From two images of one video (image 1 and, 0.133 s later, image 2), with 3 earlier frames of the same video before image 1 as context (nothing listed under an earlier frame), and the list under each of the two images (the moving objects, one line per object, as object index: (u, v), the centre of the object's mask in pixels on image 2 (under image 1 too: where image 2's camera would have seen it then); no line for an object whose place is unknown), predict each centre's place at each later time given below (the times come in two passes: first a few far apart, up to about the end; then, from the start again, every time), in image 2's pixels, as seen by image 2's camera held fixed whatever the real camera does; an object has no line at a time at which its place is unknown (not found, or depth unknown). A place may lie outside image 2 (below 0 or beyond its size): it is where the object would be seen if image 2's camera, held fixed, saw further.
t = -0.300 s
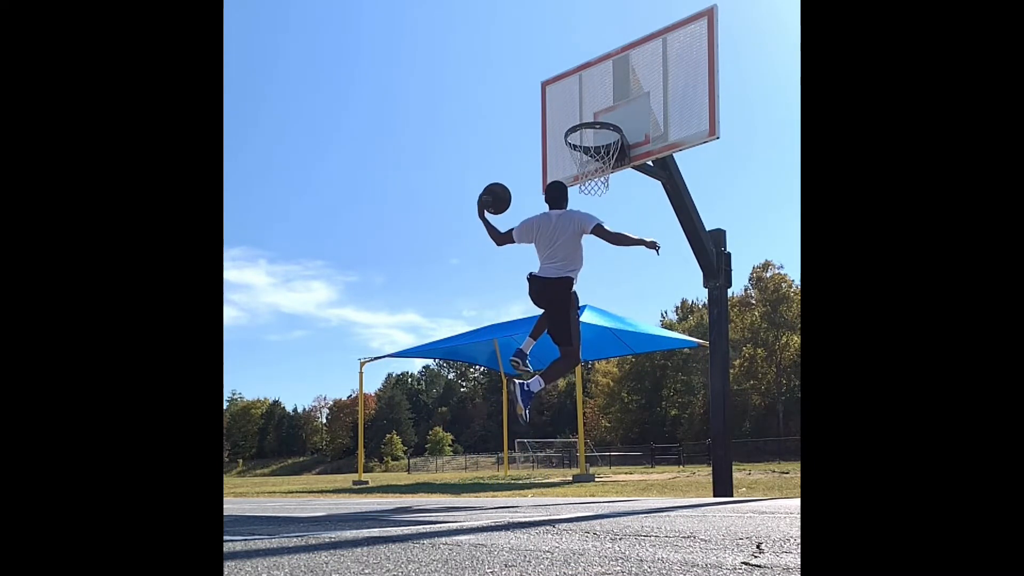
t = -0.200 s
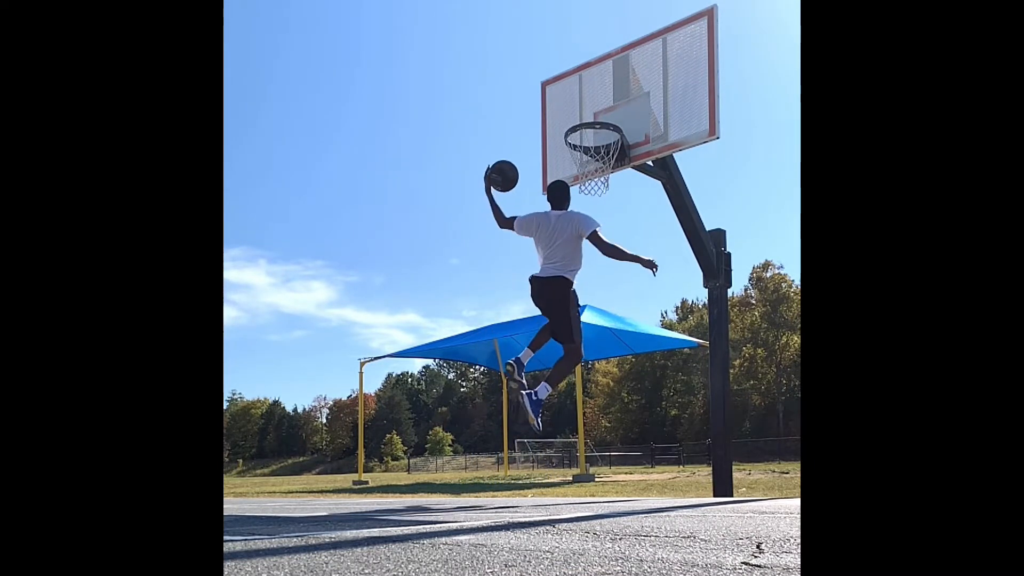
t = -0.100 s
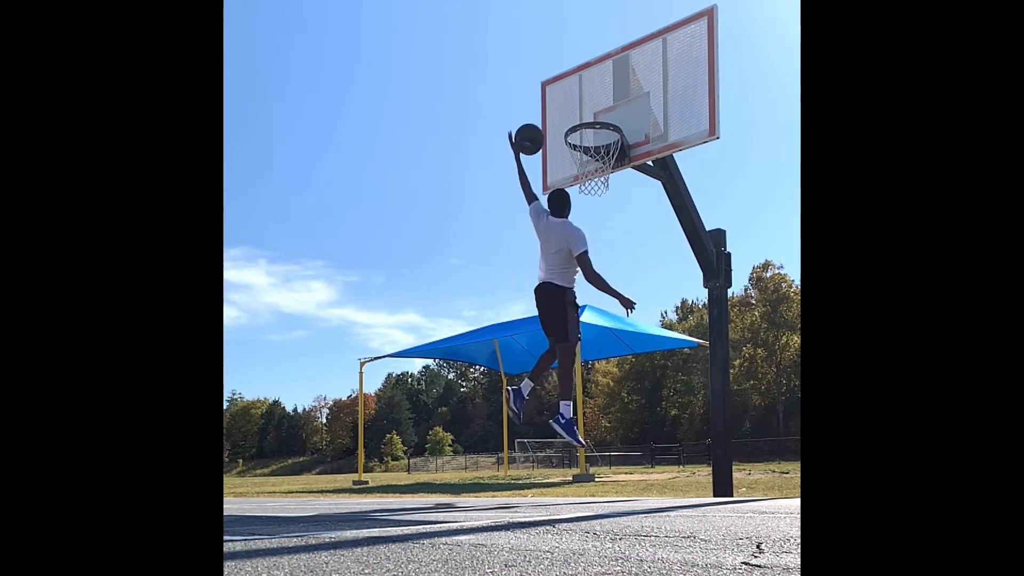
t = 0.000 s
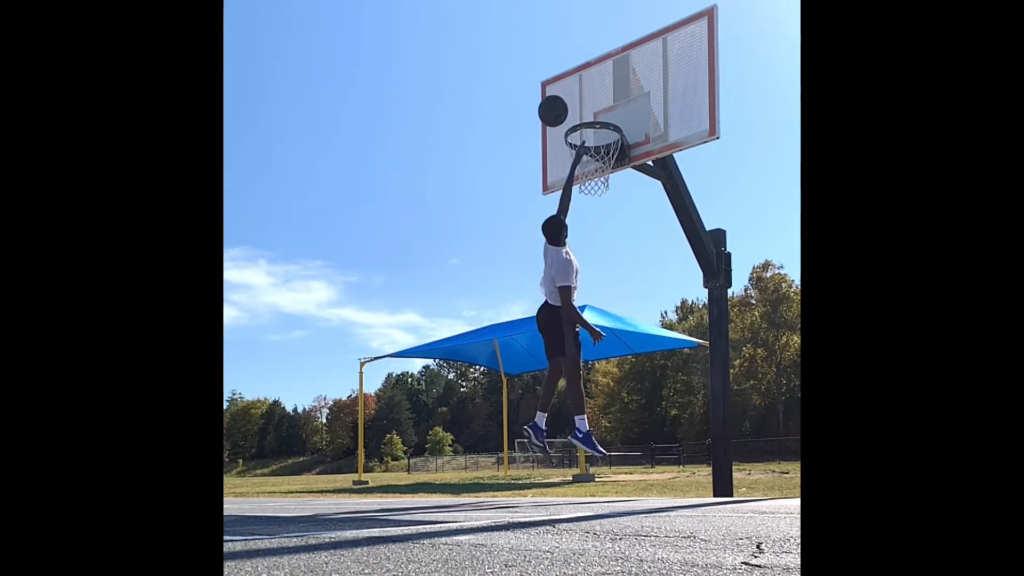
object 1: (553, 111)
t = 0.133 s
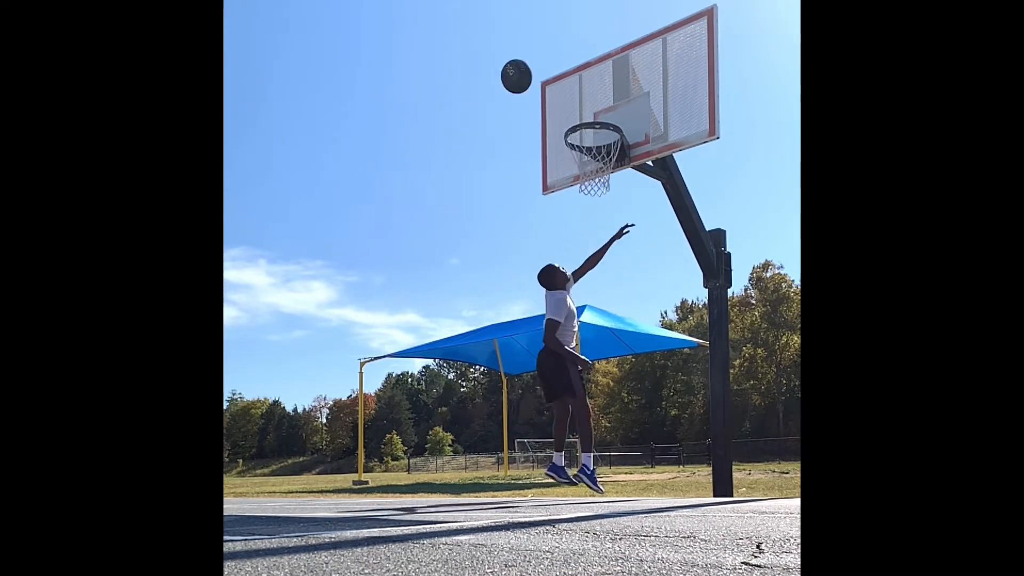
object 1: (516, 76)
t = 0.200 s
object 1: (496, 66)
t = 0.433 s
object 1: (416, 77)
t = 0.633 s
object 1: (330, 162)
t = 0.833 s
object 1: (232, 352)
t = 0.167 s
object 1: (507, 71)
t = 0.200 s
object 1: (496, 66)
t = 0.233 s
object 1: (486, 63)
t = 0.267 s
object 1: (475, 61)
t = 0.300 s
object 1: (464, 61)
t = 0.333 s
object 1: (453, 62)
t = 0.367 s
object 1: (441, 65)
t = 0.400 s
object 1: (429, 70)
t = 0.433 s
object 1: (416, 77)
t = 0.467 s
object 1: (403, 85)
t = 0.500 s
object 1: (390, 96)
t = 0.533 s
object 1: (376, 109)
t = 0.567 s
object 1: (361, 124)
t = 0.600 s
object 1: (346, 142)
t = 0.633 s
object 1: (330, 162)
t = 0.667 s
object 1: (313, 185)
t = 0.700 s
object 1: (296, 211)
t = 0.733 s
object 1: (278, 241)
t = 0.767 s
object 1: (259, 274)
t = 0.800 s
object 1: (242, 311)
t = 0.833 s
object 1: (232, 352)
